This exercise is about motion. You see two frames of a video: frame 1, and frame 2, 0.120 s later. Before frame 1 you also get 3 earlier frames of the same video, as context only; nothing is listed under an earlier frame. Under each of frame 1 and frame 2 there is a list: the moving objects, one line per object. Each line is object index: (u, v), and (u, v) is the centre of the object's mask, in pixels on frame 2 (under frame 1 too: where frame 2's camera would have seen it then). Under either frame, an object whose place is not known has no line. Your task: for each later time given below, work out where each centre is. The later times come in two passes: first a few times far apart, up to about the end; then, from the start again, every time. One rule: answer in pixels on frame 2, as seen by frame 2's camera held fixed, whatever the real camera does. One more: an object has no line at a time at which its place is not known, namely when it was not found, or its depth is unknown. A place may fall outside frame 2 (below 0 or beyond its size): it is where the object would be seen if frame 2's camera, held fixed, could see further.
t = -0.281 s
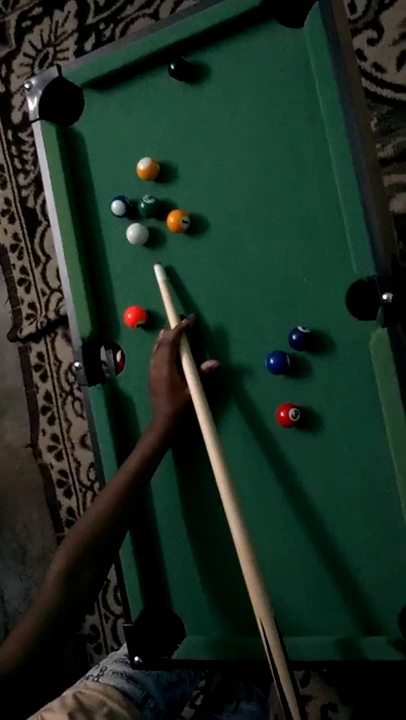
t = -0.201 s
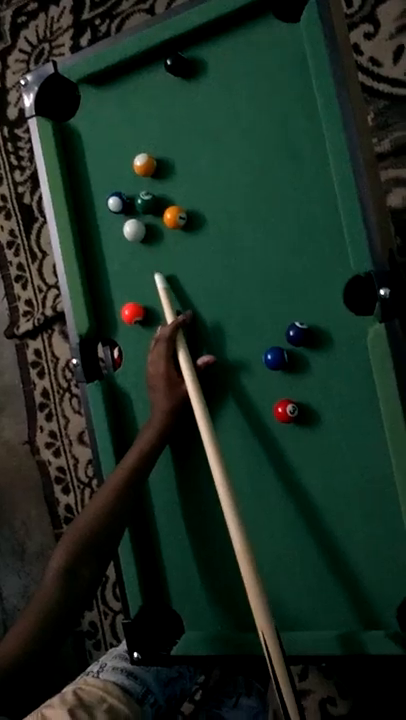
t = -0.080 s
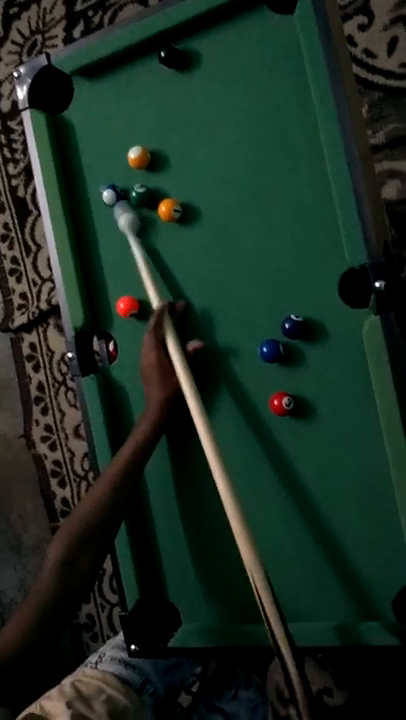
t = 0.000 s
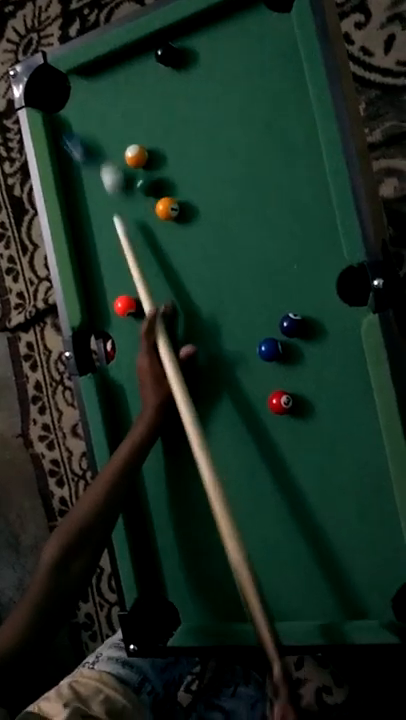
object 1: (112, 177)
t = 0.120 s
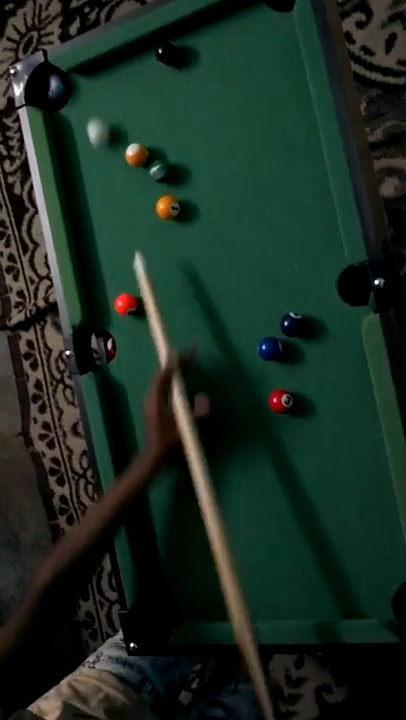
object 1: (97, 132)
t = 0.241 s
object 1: (82, 92)
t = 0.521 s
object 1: (72, 109)
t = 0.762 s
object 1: (65, 140)
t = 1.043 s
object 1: (69, 164)
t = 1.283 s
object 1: (70, 178)
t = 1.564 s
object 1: (71, 184)
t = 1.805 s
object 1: (71, 184)
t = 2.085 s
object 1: (71, 184)
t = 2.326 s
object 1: (71, 184)
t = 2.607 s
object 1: (71, 184)
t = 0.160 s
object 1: (93, 118)
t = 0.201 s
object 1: (88, 105)
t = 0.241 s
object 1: (82, 92)
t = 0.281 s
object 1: (78, 81)
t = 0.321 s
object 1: (77, 83)
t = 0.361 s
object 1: (76, 87)
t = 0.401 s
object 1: (75, 93)
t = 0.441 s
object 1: (74, 98)
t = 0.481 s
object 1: (73, 103)
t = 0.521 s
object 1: (72, 109)
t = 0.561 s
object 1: (71, 114)
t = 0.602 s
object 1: (69, 119)
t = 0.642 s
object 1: (68, 124)
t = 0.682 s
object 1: (67, 130)
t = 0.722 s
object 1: (66, 135)
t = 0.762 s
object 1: (65, 140)
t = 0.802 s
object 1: (64, 145)
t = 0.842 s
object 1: (64, 150)
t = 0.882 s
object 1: (65, 153)
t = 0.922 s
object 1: (66, 156)
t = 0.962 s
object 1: (67, 158)
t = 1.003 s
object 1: (68, 161)
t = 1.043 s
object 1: (69, 164)
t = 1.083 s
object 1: (69, 167)
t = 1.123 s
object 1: (69, 169)
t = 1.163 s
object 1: (69, 172)
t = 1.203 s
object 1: (69, 175)
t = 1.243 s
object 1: (69, 177)
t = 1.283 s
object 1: (70, 178)
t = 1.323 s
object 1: (71, 180)
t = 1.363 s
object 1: (71, 181)
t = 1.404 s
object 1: (71, 182)
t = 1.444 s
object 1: (71, 183)
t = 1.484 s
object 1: (71, 183)
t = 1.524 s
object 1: (71, 184)
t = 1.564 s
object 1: (71, 184)
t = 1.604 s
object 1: (71, 184)
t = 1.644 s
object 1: (71, 184)
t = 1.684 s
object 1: (71, 184)
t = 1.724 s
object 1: (71, 184)
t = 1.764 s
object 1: (71, 184)
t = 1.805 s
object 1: (71, 184)
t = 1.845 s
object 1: (71, 184)
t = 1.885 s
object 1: (71, 184)
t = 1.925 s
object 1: (70, 184)
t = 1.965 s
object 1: (71, 184)
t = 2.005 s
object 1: (71, 184)
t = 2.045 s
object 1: (71, 184)
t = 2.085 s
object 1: (71, 184)
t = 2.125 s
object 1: (71, 184)
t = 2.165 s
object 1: (71, 184)
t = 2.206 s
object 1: (71, 184)
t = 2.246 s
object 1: (71, 184)
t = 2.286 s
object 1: (71, 184)
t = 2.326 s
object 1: (71, 184)
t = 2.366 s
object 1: (71, 184)
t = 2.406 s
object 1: (71, 184)
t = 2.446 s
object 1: (71, 184)
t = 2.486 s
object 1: (71, 184)
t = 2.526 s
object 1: (71, 184)
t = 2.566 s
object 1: (71, 184)
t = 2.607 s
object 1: (71, 184)
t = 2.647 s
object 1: (70, 184)
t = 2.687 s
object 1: (70, 184)
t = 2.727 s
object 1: (70, 184)
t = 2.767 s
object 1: (71, 184)
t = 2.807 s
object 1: (70, 184)
